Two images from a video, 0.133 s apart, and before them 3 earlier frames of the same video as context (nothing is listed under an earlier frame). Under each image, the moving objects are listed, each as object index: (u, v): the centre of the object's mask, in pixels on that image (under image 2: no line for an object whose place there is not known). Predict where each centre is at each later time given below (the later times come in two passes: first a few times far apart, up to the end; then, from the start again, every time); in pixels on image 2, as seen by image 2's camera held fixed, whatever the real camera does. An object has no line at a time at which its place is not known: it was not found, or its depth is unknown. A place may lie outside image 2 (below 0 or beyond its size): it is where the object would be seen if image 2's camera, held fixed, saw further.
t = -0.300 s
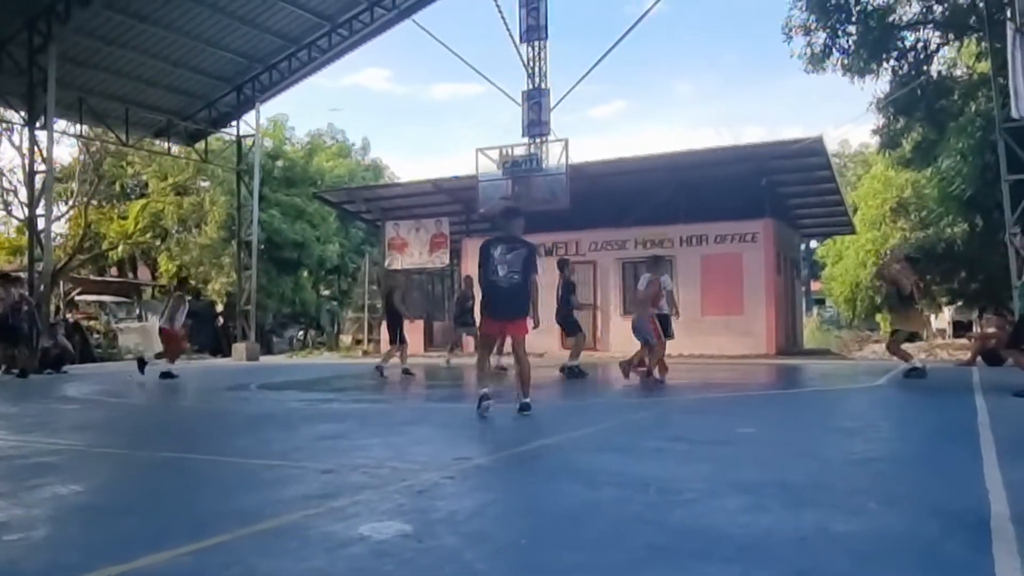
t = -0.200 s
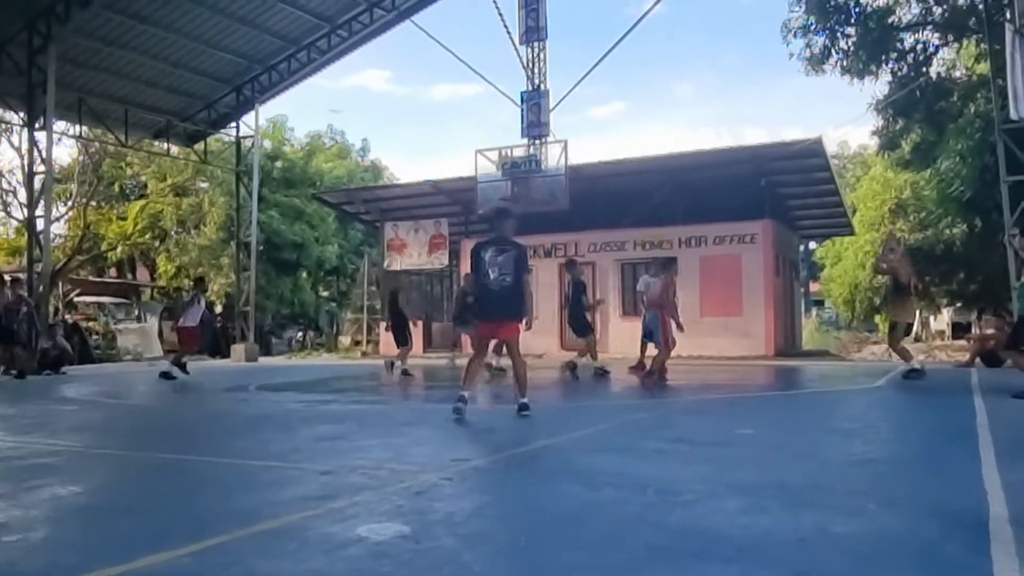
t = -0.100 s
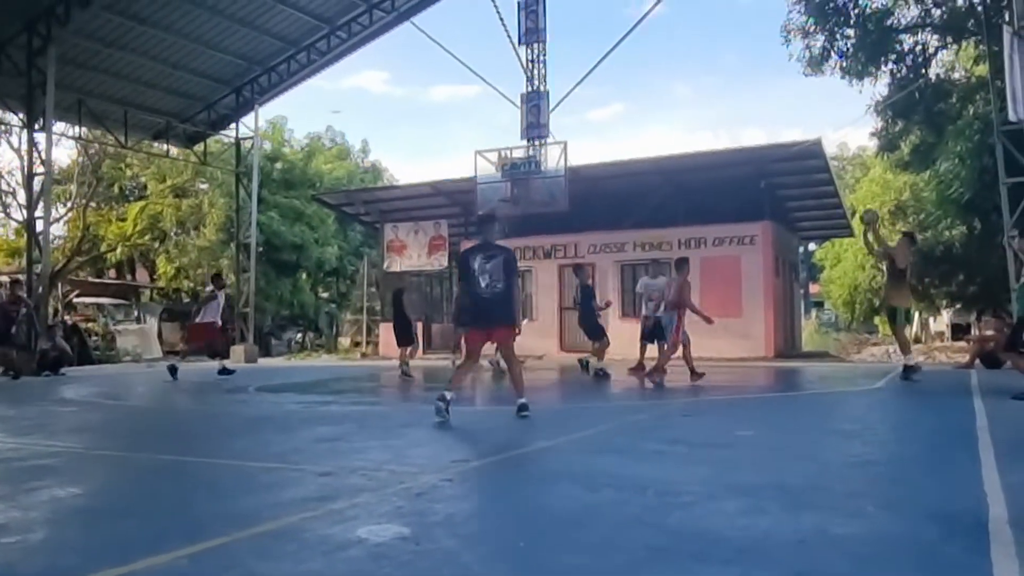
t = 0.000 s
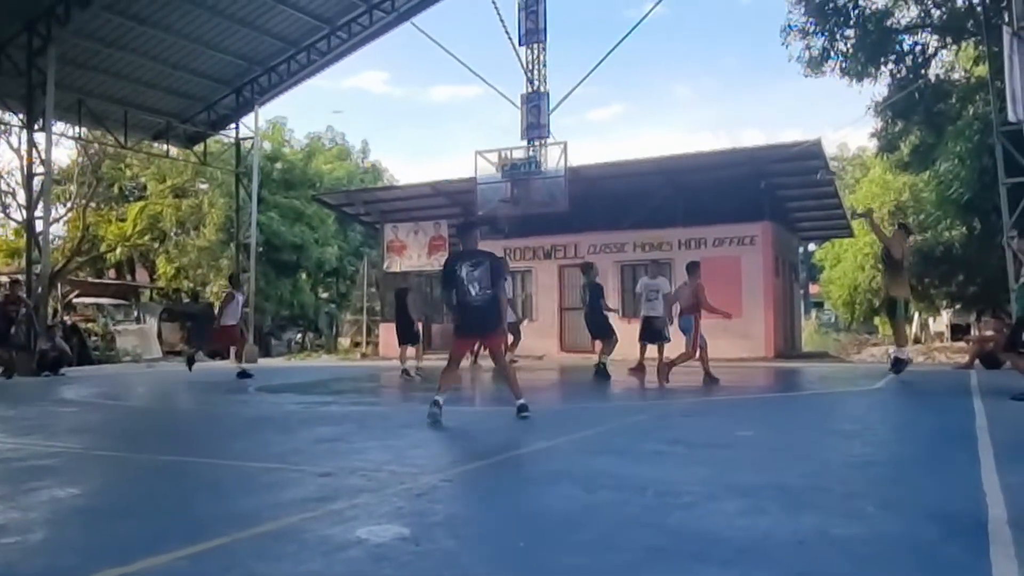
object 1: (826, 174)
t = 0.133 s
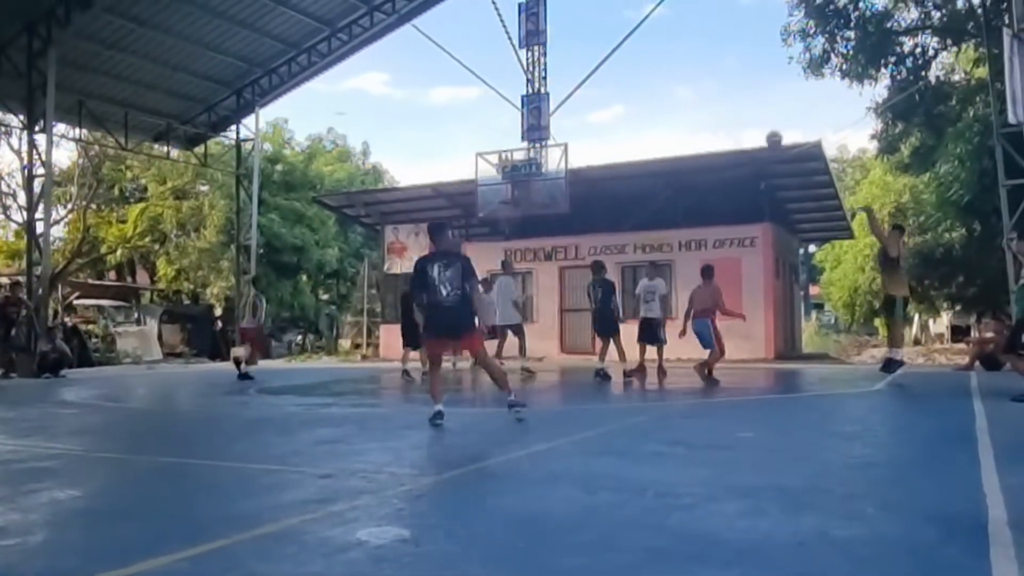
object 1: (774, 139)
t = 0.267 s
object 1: (726, 114)
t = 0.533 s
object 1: (642, 102)
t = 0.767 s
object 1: (580, 126)
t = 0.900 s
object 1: (546, 152)
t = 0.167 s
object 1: (761, 131)
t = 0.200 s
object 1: (749, 124)
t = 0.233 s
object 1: (737, 119)
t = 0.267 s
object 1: (726, 114)
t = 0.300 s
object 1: (714, 110)
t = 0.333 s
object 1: (703, 107)
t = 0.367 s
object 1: (693, 104)
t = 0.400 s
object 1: (682, 102)
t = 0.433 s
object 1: (672, 101)
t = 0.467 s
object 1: (662, 101)
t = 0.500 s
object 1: (652, 101)
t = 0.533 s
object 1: (642, 102)
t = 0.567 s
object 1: (633, 104)
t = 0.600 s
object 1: (624, 106)
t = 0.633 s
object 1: (614, 109)
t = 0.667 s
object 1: (606, 112)
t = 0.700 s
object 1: (597, 116)
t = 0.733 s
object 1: (588, 121)
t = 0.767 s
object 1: (580, 126)
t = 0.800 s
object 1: (572, 132)
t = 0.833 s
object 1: (564, 138)
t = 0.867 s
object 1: (556, 145)
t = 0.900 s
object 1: (546, 152)
